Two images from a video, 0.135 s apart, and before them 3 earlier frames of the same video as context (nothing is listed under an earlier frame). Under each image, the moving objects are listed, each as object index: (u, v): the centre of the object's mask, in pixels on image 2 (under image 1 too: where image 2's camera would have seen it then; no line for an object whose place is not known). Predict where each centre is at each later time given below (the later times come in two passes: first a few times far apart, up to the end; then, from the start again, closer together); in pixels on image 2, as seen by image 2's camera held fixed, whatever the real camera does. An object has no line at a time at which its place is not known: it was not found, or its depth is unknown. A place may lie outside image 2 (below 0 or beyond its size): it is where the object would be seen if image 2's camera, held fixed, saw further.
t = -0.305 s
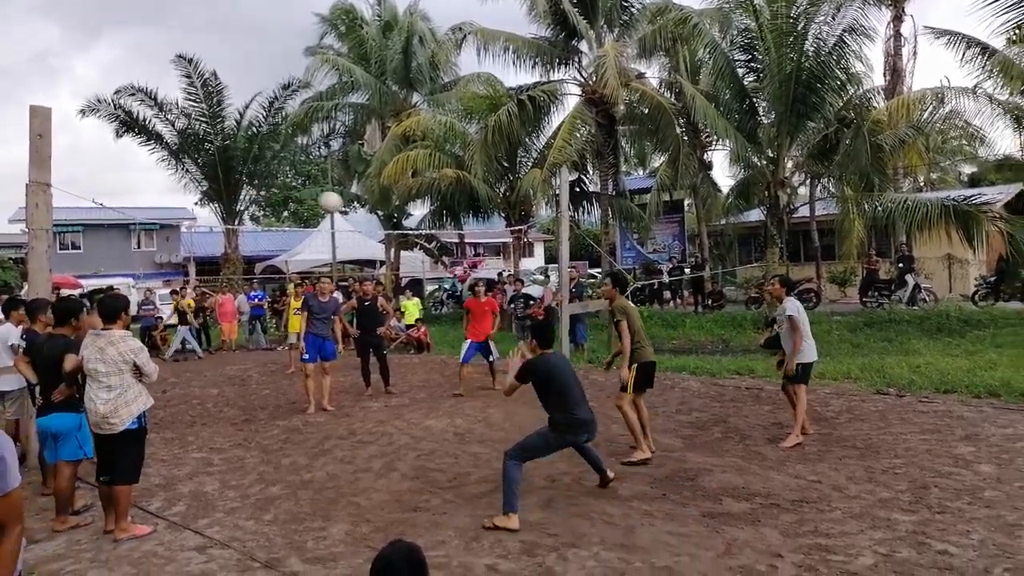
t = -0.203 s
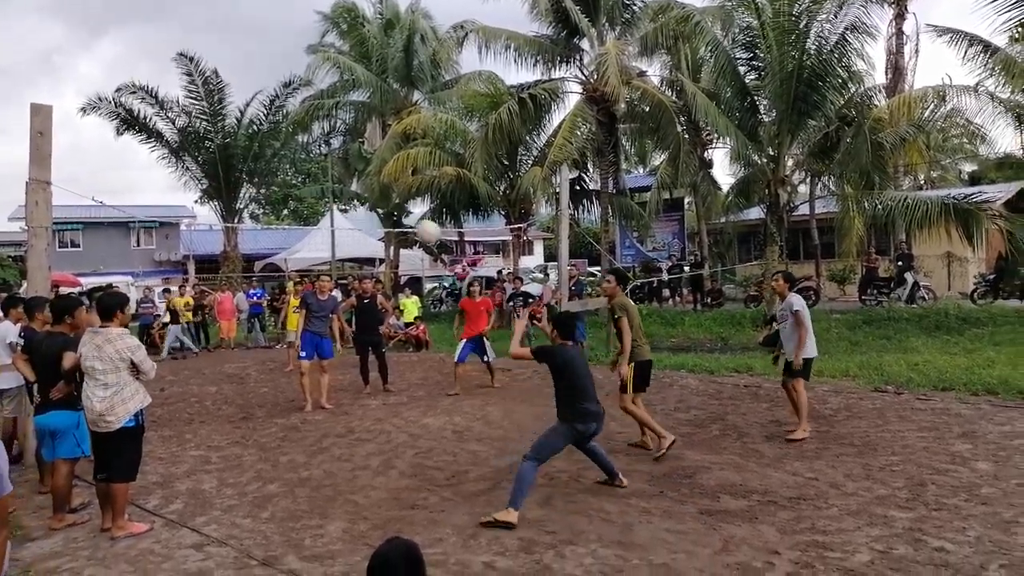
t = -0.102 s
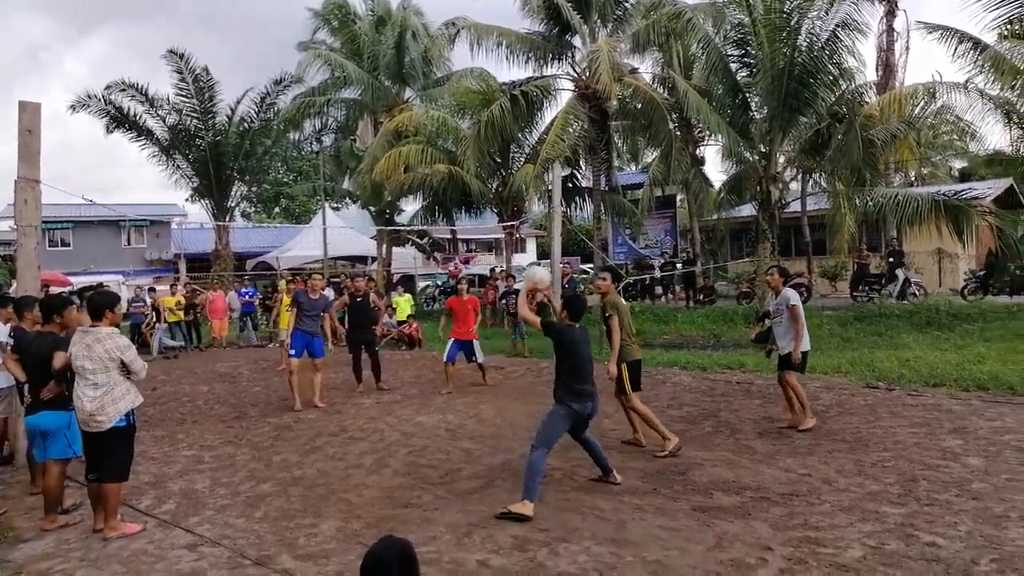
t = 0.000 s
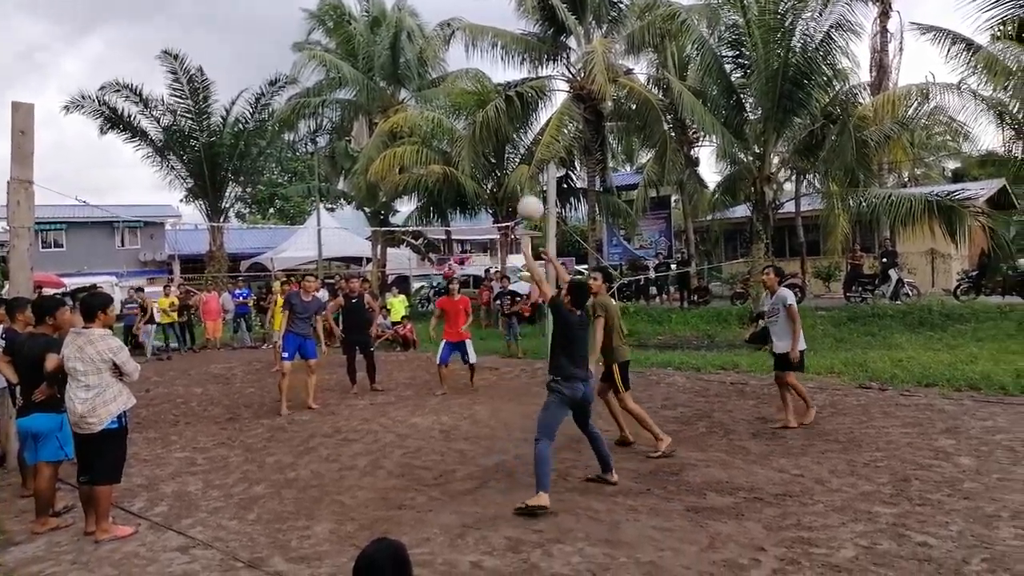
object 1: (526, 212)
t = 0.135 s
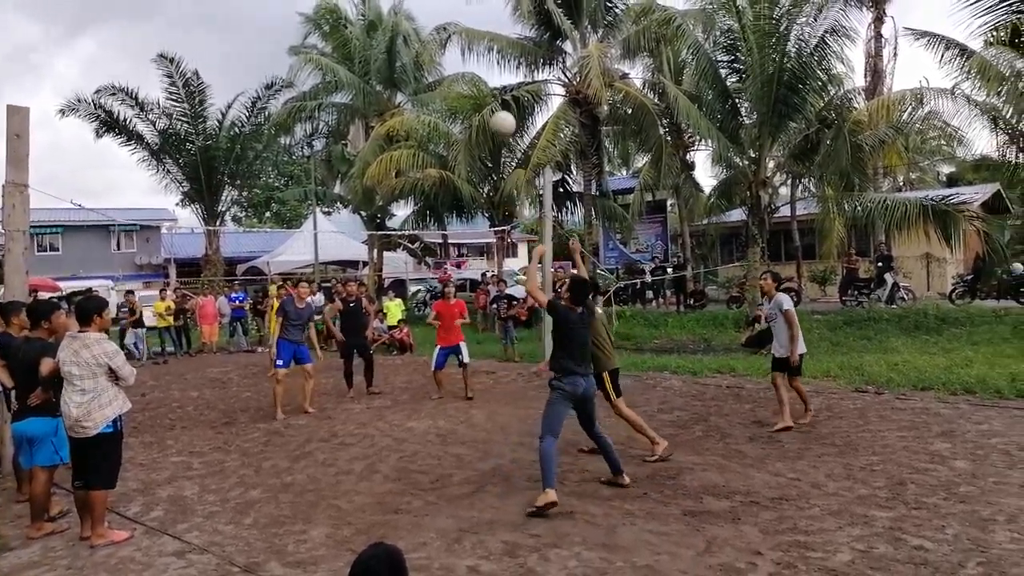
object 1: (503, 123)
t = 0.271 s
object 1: (480, 62)
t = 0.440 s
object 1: (454, 21)
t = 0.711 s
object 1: (424, 20)
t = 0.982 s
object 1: (401, 86)
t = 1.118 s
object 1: (392, 143)
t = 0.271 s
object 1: (480, 62)
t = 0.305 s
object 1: (474, 51)
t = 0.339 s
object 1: (469, 41)
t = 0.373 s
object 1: (466, 35)
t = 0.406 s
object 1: (460, 26)
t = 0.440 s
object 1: (454, 21)
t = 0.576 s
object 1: (438, 11)
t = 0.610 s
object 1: (434, 13)
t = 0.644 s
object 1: (431, 14)
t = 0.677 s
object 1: (427, 17)
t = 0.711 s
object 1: (424, 20)
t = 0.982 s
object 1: (401, 86)
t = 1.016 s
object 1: (398, 99)
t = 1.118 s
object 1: (392, 143)
